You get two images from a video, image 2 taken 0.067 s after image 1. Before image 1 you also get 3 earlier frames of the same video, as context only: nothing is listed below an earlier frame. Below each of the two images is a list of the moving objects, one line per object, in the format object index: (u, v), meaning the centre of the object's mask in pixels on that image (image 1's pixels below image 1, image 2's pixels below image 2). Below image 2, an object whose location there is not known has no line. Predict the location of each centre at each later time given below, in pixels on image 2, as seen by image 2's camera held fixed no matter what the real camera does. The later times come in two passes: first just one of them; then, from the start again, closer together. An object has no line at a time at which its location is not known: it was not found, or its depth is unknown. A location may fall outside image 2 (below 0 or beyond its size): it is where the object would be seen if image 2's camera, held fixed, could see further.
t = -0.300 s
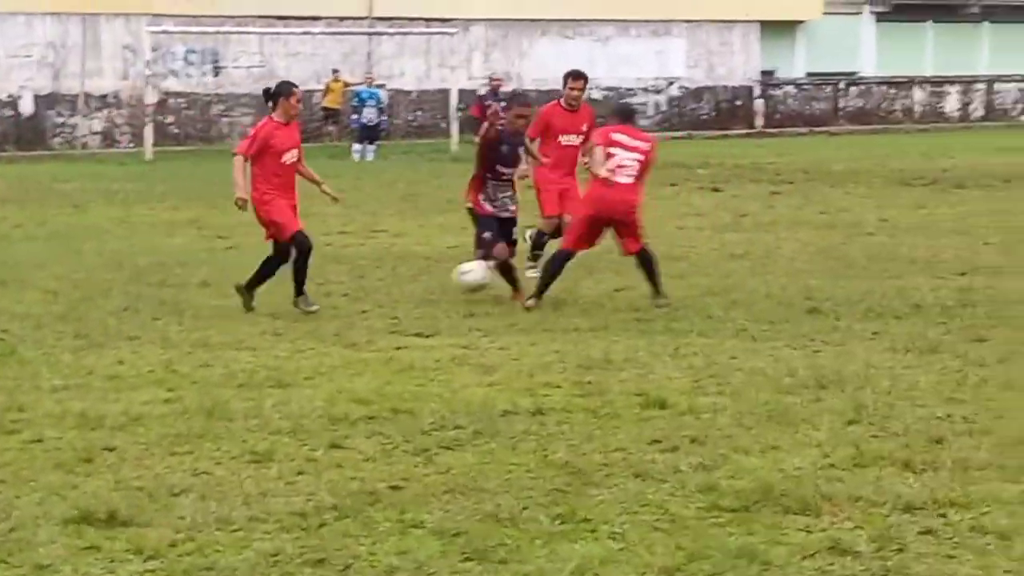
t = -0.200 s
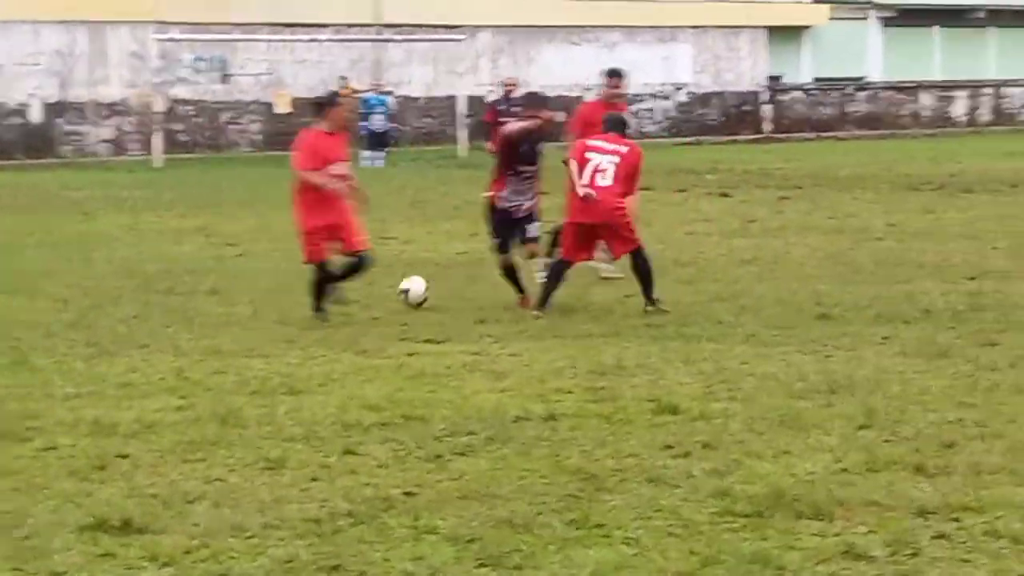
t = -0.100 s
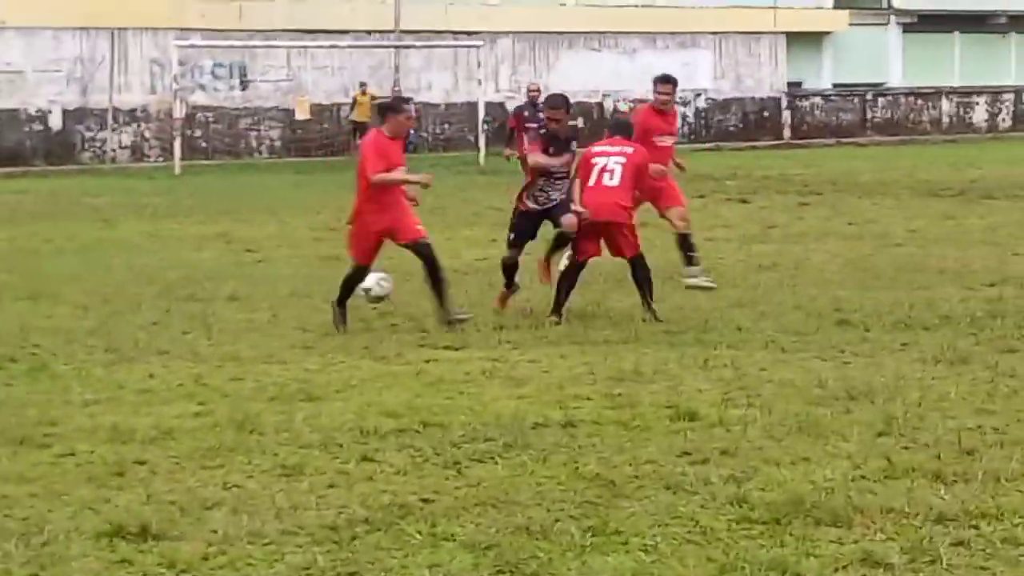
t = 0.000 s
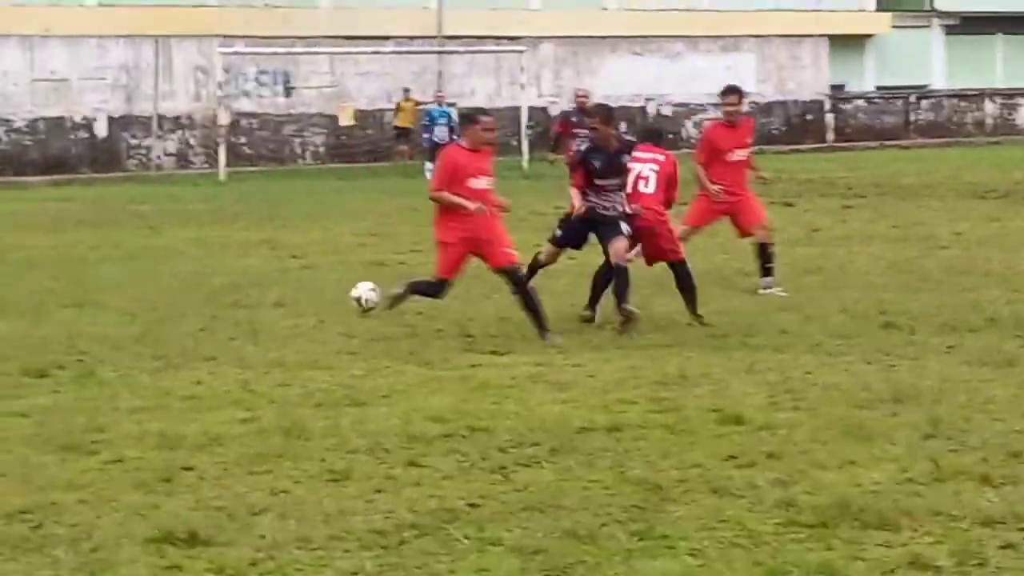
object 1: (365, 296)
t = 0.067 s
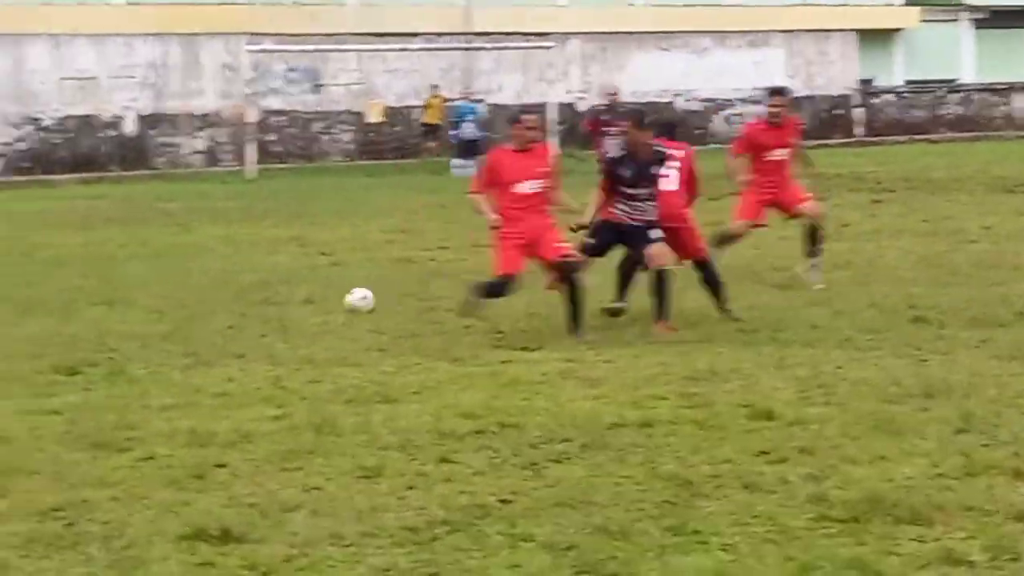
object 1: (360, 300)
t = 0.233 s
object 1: (310, 292)
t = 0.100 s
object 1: (350, 298)
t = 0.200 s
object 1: (320, 291)
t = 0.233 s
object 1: (310, 292)
